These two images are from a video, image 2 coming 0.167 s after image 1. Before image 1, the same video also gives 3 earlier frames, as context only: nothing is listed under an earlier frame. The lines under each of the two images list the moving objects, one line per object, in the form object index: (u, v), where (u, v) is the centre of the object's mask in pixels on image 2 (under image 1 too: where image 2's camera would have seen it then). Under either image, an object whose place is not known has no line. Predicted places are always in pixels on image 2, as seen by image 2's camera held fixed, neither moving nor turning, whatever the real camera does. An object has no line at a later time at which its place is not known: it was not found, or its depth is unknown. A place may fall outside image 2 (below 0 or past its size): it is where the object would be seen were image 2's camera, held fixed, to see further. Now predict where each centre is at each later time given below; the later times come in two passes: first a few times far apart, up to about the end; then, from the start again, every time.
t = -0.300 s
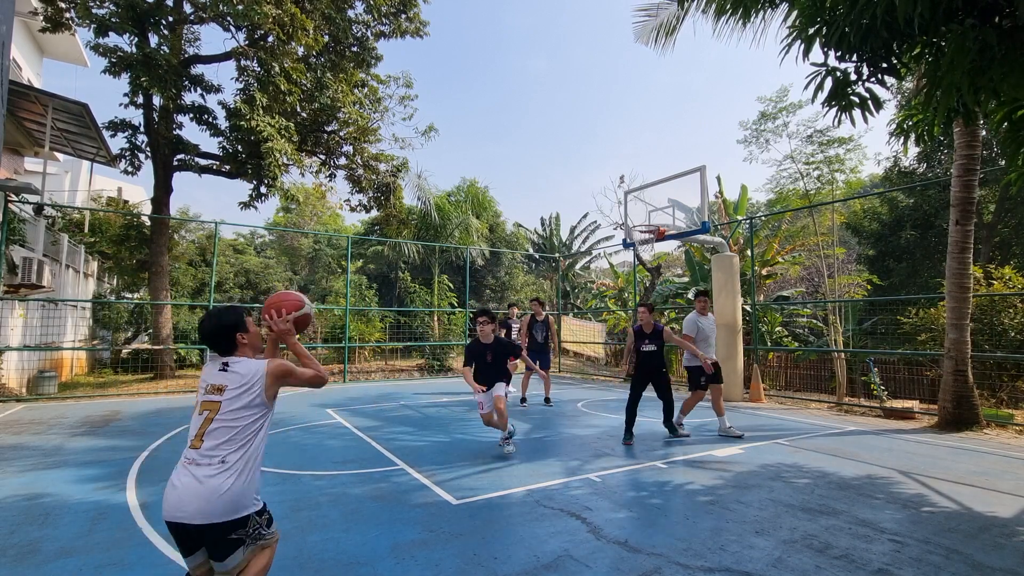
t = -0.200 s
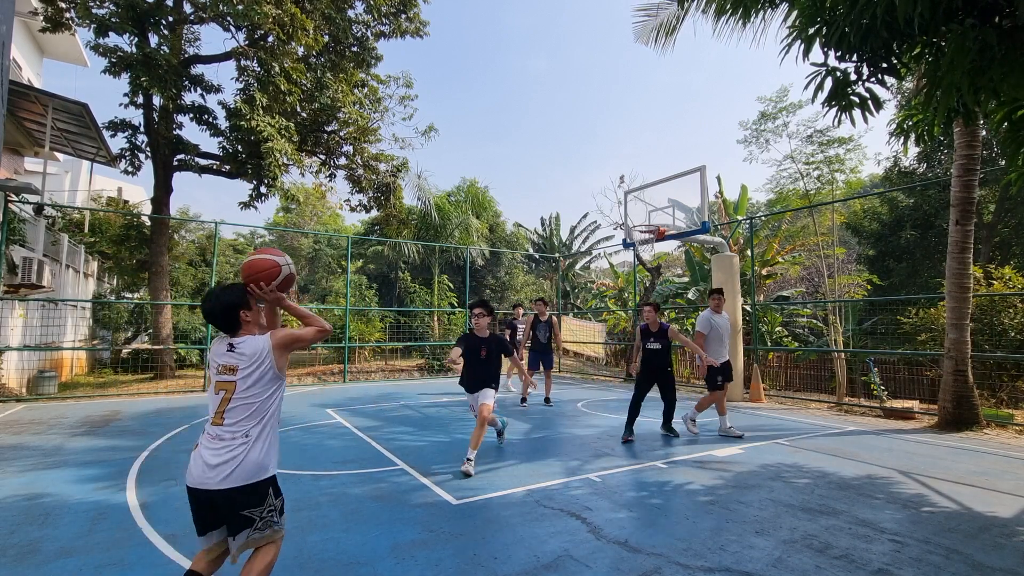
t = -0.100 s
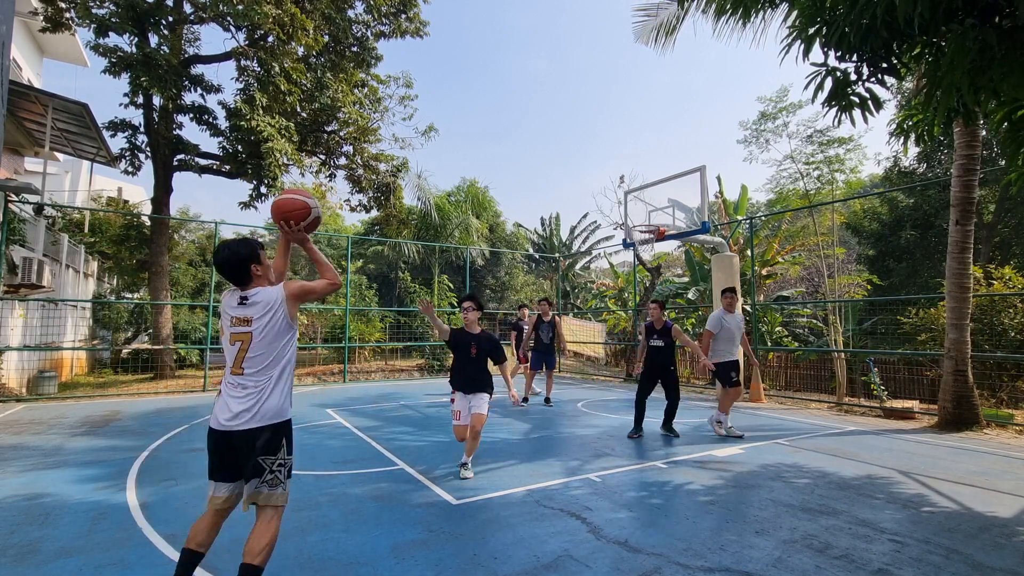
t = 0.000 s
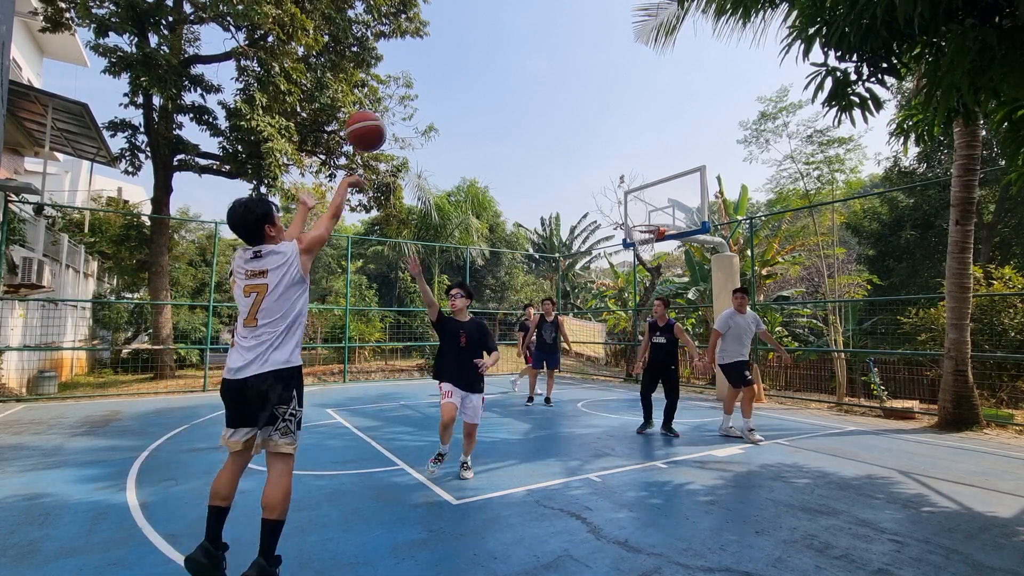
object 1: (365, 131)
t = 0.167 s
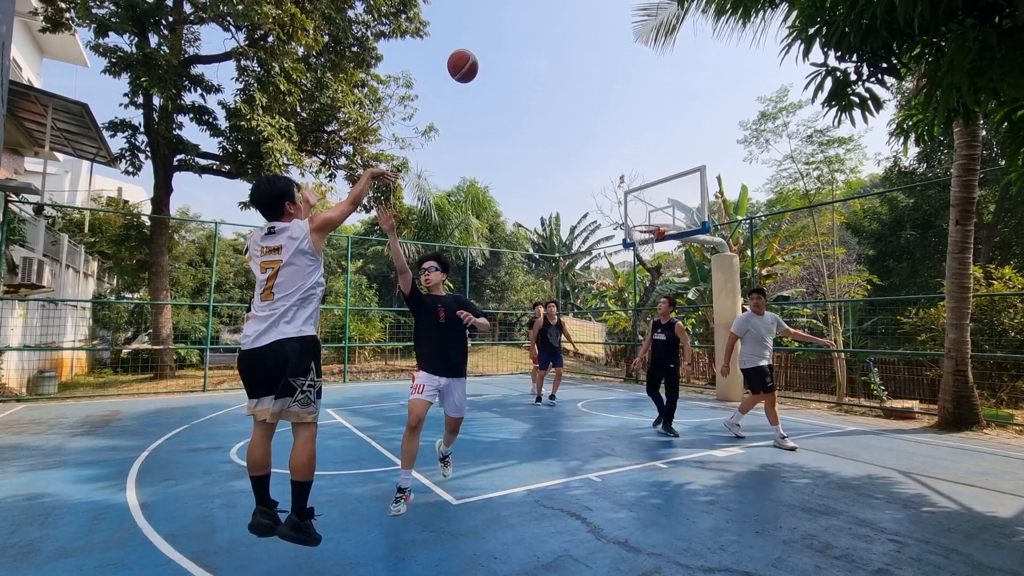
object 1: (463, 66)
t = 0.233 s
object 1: (490, 55)
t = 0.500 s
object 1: (565, 64)
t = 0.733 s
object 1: (606, 109)
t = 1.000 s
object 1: (639, 183)
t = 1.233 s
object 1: (653, 214)
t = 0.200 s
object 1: (477, 60)
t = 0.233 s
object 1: (490, 55)
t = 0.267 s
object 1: (502, 53)
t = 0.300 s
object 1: (513, 51)
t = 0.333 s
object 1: (523, 51)
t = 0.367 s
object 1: (532, 52)
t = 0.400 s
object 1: (541, 54)
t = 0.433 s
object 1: (550, 57)
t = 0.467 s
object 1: (558, 60)
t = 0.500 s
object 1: (565, 64)
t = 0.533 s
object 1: (572, 69)
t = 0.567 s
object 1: (578, 74)
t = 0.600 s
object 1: (584, 80)
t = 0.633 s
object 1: (590, 87)
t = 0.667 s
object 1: (596, 94)
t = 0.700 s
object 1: (601, 101)
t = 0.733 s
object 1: (606, 109)
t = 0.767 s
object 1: (611, 117)
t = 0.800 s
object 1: (615, 126)
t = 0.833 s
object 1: (620, 134)
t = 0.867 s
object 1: (624, 144)
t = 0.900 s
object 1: (628, 153)
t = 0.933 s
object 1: (632, 163)
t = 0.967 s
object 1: (635, 173)
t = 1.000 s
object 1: (639, 183)
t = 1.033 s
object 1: (642, 194)
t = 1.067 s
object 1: (645, 205)
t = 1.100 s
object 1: (648, 216)
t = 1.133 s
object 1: (650, 217)
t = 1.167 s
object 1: (651, 216)
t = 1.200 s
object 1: (652, 215)
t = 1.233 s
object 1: (653, 214)
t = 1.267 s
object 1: (653, 214)
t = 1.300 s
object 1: (649, 212)
